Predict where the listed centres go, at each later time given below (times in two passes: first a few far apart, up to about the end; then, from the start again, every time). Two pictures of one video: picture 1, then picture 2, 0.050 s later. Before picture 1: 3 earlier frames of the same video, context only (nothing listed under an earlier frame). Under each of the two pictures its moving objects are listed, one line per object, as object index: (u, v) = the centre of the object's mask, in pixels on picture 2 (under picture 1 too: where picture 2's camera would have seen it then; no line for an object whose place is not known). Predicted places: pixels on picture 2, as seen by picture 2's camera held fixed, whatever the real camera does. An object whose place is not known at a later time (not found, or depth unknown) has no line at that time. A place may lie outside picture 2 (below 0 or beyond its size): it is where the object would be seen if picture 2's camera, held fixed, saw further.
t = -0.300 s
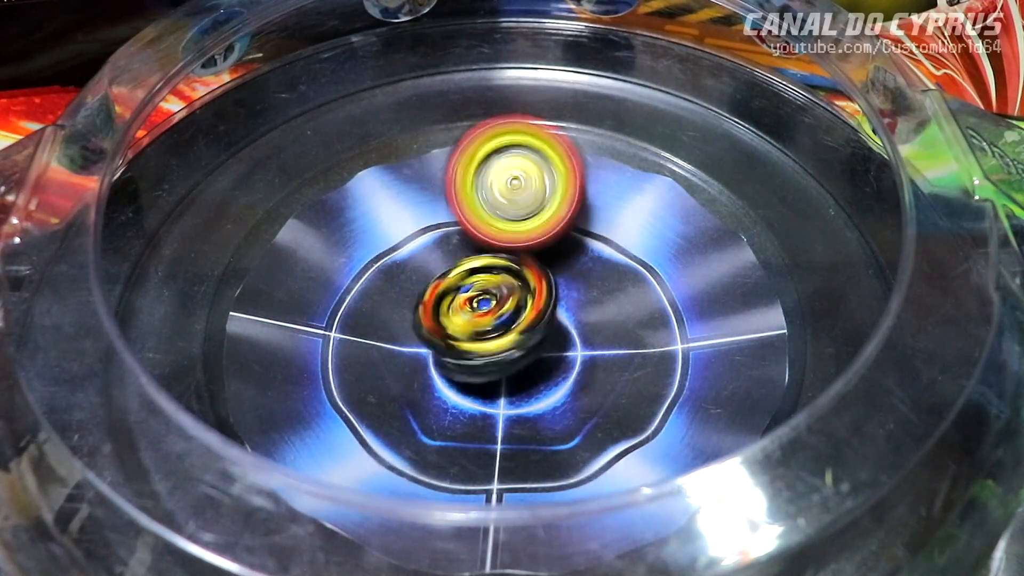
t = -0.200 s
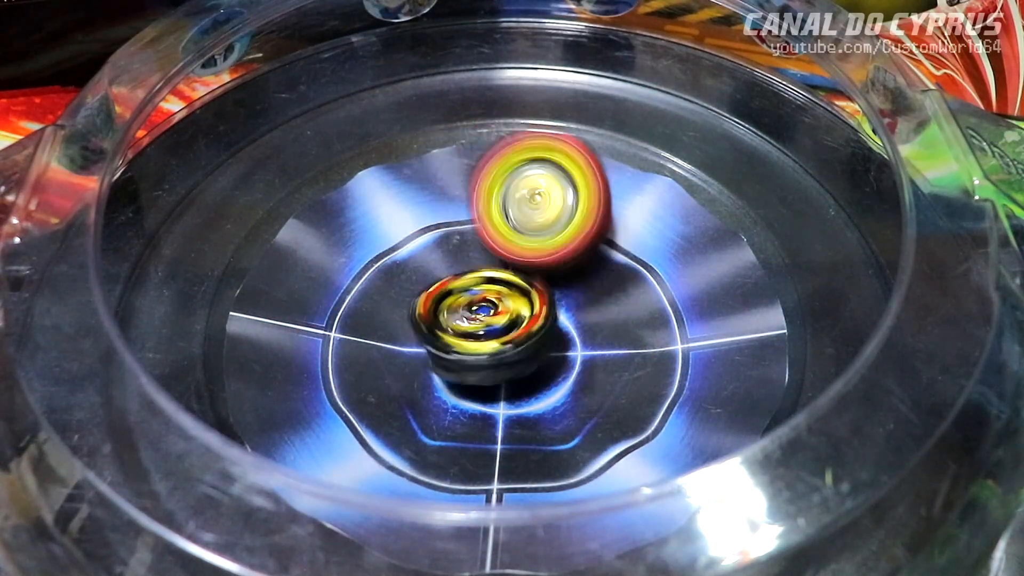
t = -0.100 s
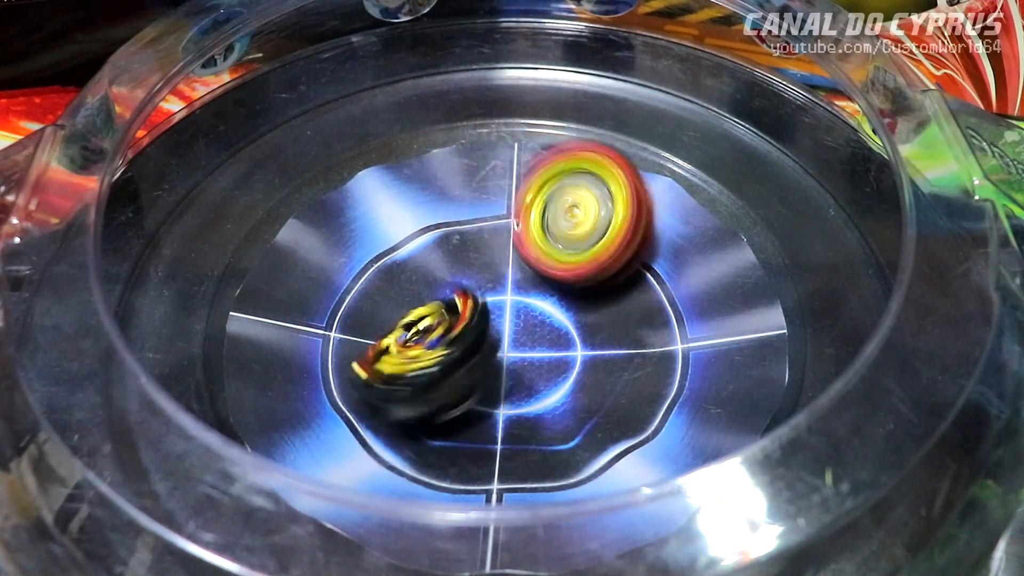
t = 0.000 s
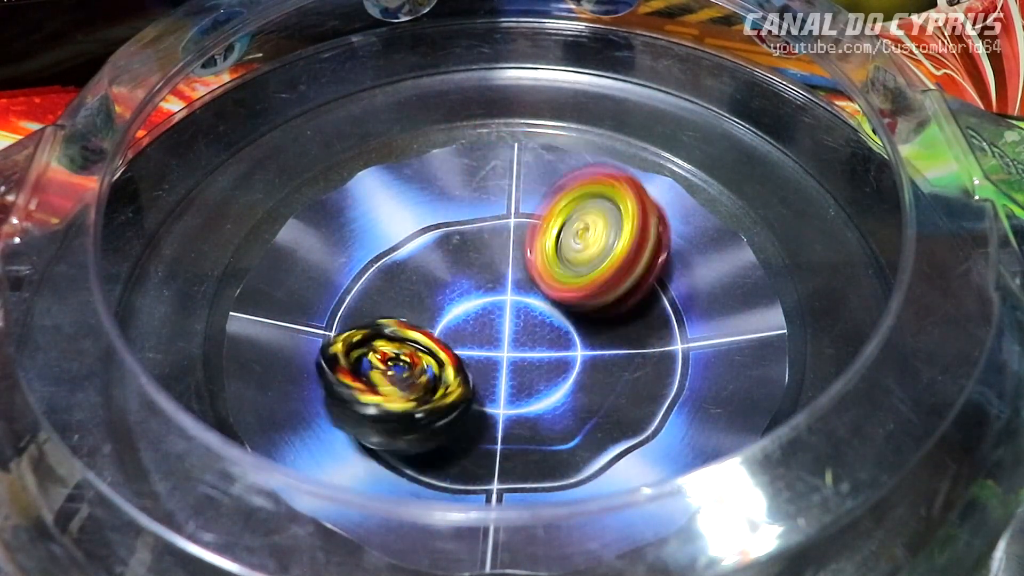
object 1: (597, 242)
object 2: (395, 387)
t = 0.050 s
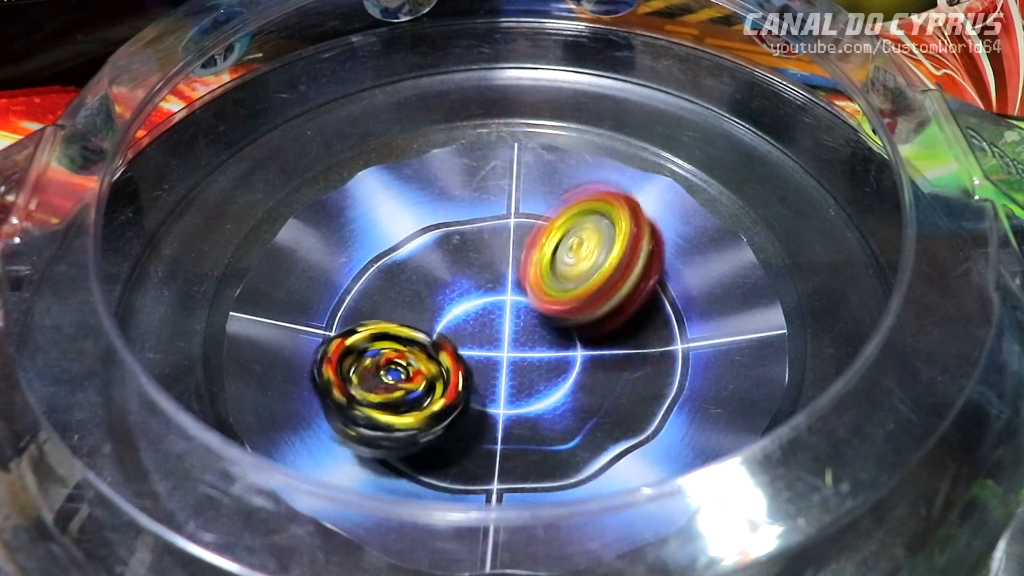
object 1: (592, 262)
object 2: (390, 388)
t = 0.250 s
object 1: (605, 356)
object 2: (381, 325)
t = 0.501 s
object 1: (671, 396)
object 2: (453, 290)
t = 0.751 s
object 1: (566, 342)
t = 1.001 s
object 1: (471, 328)
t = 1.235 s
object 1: (440, 318)
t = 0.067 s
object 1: (590, 268)
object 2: (390, 387)
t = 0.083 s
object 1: (586, 276)
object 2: (393, 388)
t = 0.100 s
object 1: (581, 284)
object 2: (395, 389)
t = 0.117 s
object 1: (576, 291)
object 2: (400, 388)
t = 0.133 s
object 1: (570, 299)
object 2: (404, 384)
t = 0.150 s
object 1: (563, 306)
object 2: (412, 383)
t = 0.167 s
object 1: (556, 316)
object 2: (419, 381)
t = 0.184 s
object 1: (562, 325)
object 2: (410, 380)
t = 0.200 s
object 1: (572, 332)
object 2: (398, 366)
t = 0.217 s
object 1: (582, 337)
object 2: (389, 348)
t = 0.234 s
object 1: (591, 345)
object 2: (386, 334)
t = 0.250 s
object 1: (605, 356)
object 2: (381, 325)
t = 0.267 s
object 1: (614, 362)
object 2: (377, 327)
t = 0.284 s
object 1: (622, 368)
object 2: (375, 321)
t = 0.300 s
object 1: (631, 372)
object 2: (371, 319)
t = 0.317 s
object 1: (639, 377)
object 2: (367, 319)
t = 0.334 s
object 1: (646, 381)
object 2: (369, 318)
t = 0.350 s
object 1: (655, 387)
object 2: (379, 310)
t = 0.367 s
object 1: (661, 389)
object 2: (386, 297)
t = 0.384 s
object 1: (667, 390)
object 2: (395, 290)
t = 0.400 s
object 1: (671, 392)
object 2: (409, 294)
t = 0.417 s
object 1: (673, 393)
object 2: (416, 296)
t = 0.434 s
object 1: (675, 394)
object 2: (419, 296)
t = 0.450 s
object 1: (675, 394)
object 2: (429, 294)
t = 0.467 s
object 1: (674, 396)
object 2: (438, 292)
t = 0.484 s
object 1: (674, 395)
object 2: (447, 291)
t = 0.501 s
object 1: (671, 396)
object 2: (453, 290)
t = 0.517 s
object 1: (671, 396)
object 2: (460, 290)
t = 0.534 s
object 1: (667, 395)
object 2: (466, 290)
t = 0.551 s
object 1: (665, 392)
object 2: (471, 290)
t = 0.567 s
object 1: (660, 388)
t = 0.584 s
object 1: (657, 385)
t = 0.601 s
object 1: (653, 384)
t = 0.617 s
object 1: (647, 381)
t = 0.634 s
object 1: (641, 377)
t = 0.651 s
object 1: (633, 373)
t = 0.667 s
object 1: (626, 369)
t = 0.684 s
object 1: (614, 364)
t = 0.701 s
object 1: (606, 360)
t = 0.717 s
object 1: (590, 354)
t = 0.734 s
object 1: (579, 348)
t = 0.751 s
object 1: (566, 342)
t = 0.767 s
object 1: (560, 342)
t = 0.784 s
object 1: (552, 344)
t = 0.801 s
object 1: (548, 347)
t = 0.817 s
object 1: (539, 345)
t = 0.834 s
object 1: (532, 342)
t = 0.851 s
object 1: (525, 342)
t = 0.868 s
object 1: (519, 339)
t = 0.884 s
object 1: (512, 334)
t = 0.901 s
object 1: (507, 332)
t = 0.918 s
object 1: (500, 329)
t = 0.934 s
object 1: (493, 333)
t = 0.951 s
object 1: (486, 331)
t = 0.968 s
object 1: (480, 331)
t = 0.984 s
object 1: (474, 330)
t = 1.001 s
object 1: (471, 328)
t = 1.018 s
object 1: (467, 330)
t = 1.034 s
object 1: (461, 333)
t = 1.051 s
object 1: (459, 334)
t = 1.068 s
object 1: (459, 336)
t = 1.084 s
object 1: (455, 336)
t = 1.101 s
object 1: (453, 333)
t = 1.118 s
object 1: (454, 331)
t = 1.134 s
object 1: (454, 329)
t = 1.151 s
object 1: (451, 329)
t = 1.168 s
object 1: (446, 327)
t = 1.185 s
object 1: (445, 326)
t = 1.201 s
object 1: (444, 324)
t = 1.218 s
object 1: (442, 322)
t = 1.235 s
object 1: (440, 318)
